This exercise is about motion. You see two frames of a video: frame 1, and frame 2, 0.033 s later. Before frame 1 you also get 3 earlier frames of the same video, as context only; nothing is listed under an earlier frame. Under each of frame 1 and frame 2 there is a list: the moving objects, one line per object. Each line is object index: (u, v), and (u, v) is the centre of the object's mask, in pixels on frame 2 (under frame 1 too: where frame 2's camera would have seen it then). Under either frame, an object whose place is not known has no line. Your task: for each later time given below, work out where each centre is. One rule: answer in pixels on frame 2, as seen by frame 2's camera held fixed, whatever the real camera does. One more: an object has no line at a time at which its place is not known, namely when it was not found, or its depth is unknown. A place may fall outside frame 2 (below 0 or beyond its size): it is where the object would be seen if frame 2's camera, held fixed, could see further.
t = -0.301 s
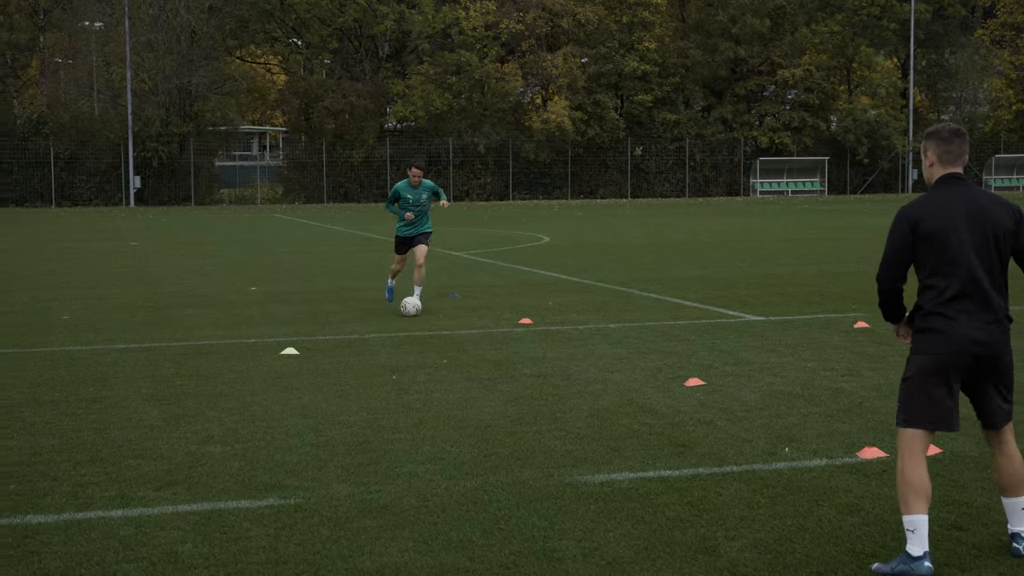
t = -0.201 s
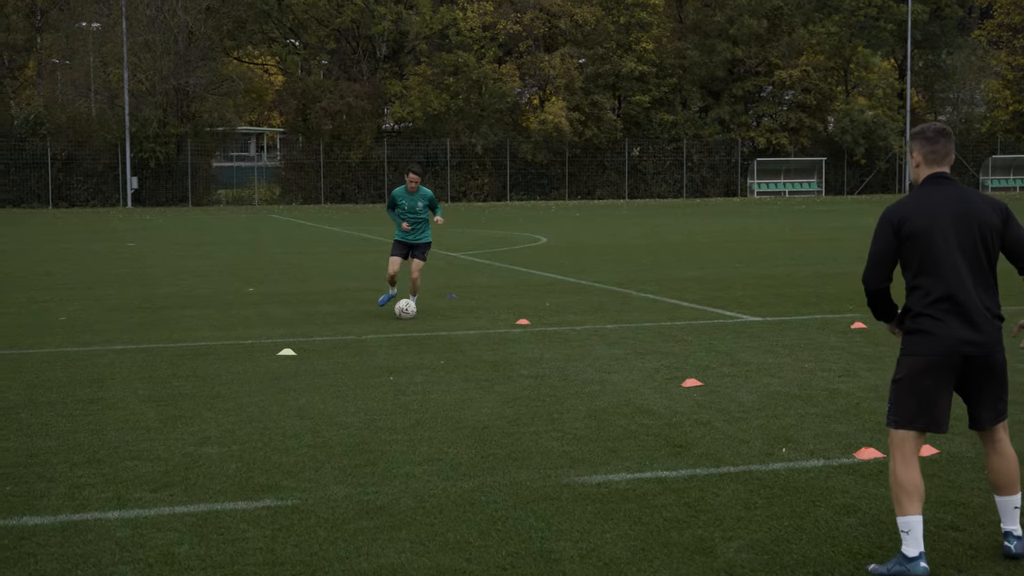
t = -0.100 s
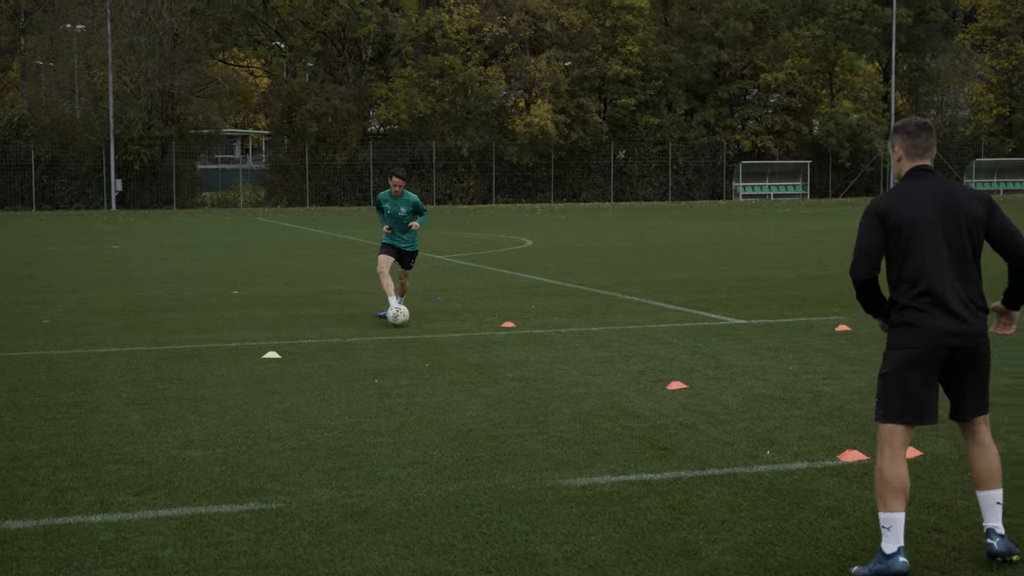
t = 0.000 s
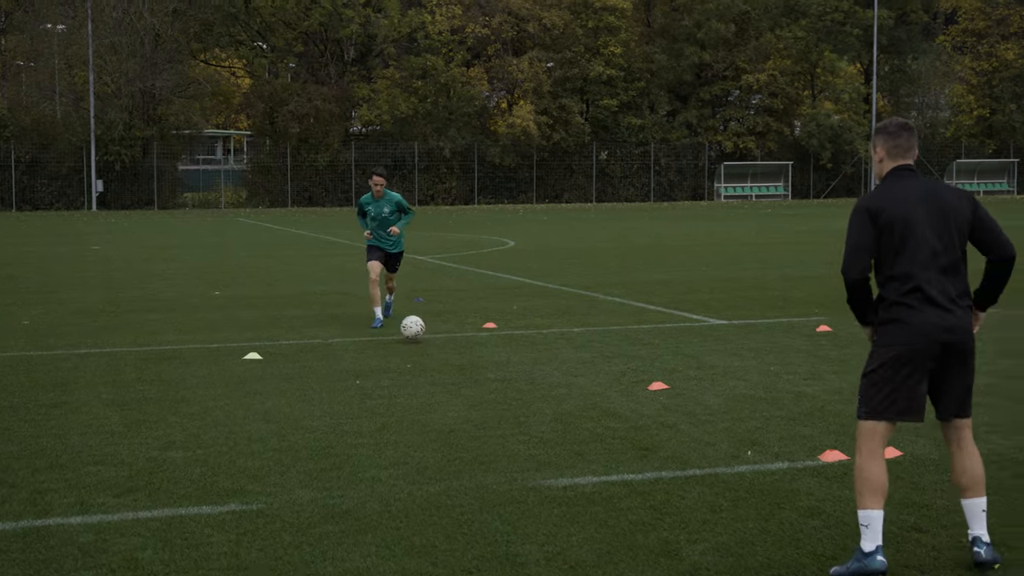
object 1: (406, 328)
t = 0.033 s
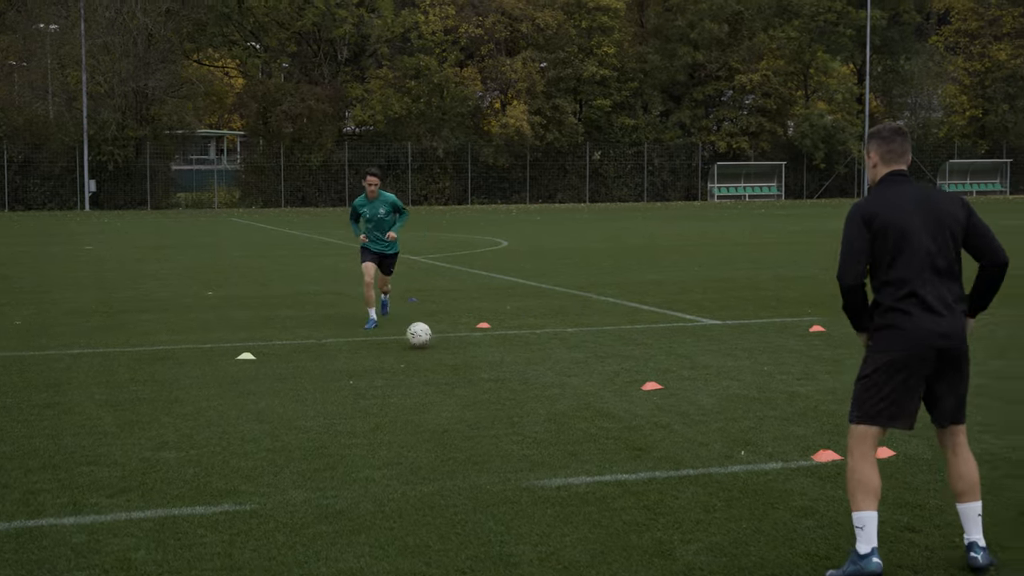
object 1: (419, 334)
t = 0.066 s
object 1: (432, 342)
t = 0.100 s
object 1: (445, 348)
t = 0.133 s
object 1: (460, 352)
